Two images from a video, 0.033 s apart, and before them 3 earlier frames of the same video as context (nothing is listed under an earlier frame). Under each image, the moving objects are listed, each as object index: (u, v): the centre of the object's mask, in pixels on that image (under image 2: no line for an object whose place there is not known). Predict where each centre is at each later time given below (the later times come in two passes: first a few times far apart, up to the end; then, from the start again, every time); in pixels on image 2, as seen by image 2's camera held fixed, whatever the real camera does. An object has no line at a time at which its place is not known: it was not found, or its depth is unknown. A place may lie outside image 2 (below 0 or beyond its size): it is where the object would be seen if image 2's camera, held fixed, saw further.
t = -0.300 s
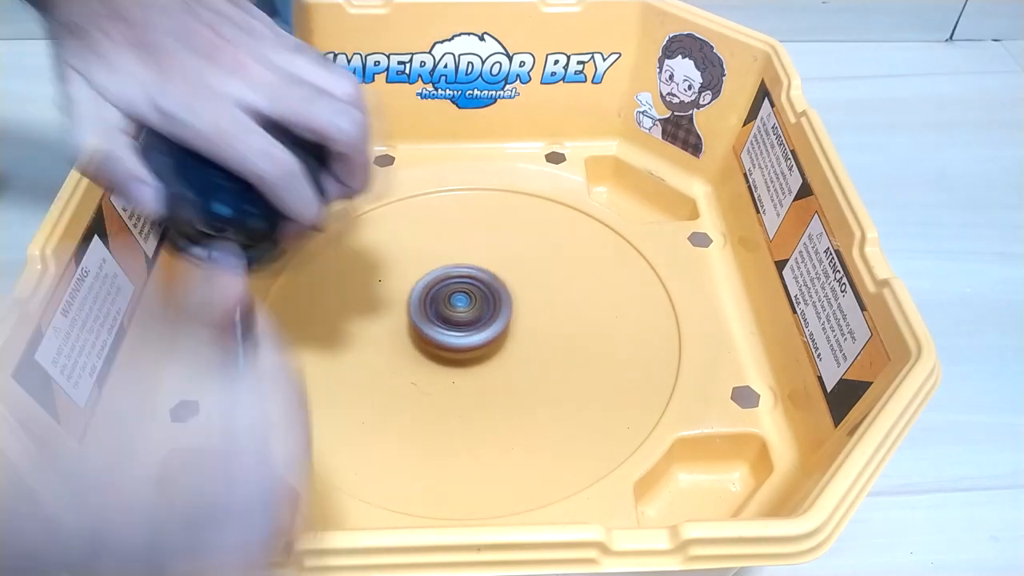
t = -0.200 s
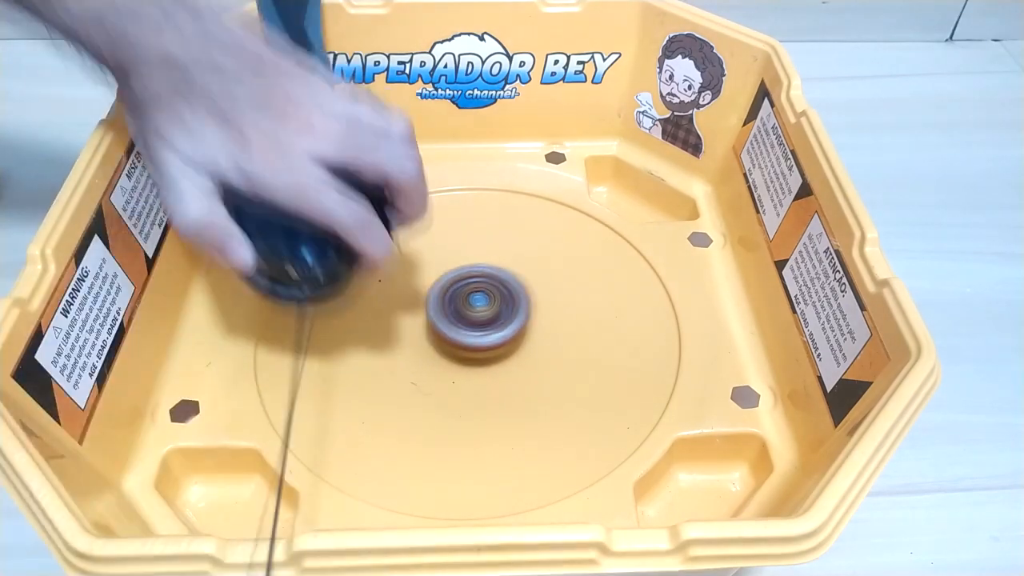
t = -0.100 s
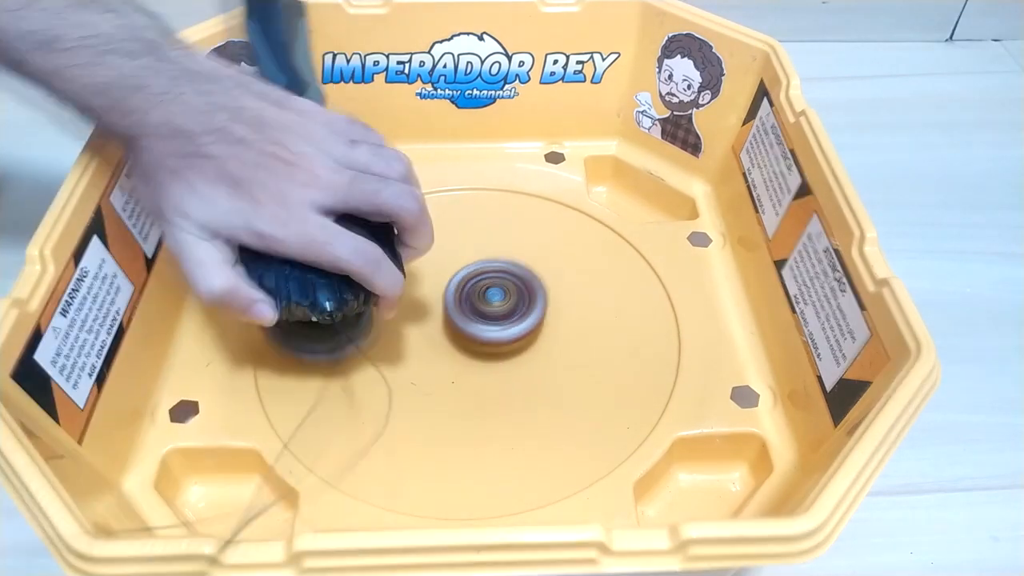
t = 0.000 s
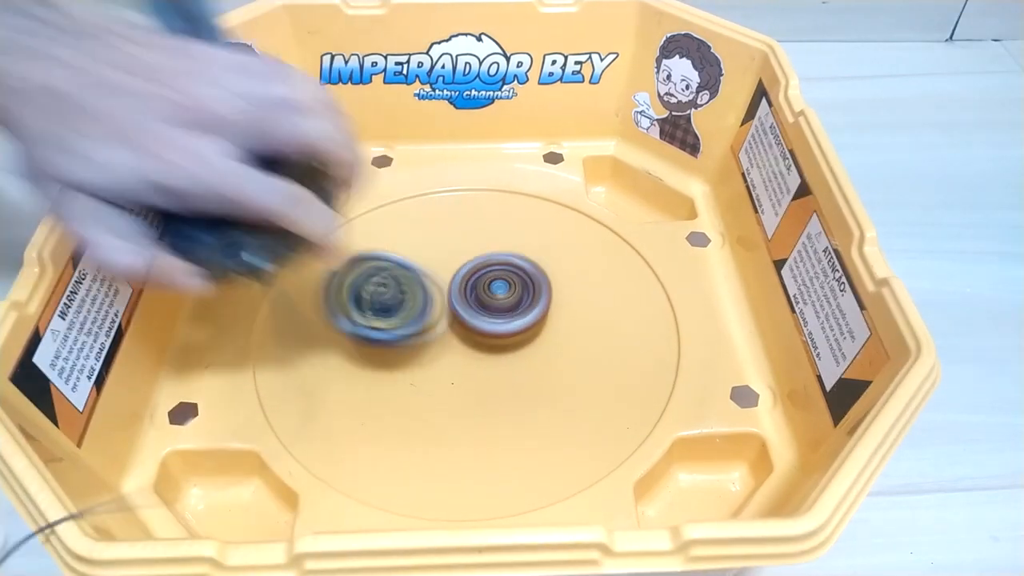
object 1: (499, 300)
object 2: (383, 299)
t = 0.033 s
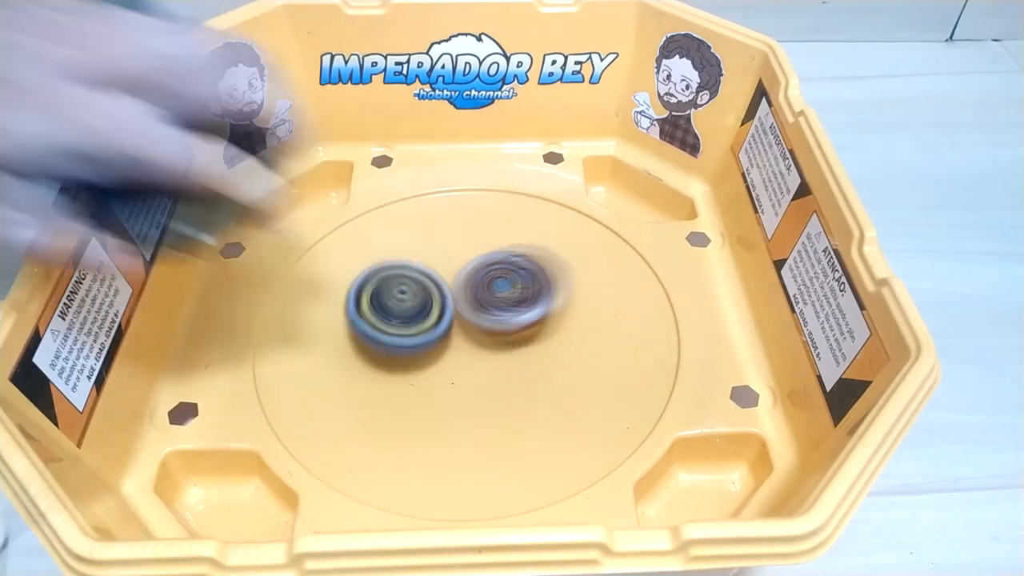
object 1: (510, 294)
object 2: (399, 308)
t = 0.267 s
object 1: (549, 283)
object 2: (431, 266)
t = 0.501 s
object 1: (517, 289)
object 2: (405, 214)
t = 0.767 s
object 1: (488, 322)
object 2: (350, 306)
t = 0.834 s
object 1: (498, 332)
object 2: (380, 333)
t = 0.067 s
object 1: (530, 289)
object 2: (399, 314)
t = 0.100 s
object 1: (541, 291)
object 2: (401, 309)
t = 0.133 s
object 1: (551, 289)
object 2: (407, 301)
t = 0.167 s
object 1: (554, 287)
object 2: (416, 295)
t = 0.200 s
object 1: (555, 286)
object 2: (420, 287)
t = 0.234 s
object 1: (552, 284)
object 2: (428, 277)
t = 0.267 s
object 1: (549, 283)
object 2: (431, 266)
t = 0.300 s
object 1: (545, 283)
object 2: (433, 259)
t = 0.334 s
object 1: (540, 283)
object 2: (433, 248)
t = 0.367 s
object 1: (535, 284)
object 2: (431, 237)
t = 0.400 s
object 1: (532, 285)
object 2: (428, 232)
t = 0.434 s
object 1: (527, 286)
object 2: (421, 224)
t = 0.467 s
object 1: (521, 287)
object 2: (412, 218)
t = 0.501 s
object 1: (517, 289)
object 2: (405, 214)
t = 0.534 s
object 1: (512, 292)
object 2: (391, 212)
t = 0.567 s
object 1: (505, 296)
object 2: (373, 214)
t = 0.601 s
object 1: (501, 299)
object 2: (363, 218)
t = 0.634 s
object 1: (497, 303)
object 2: (347, 229)
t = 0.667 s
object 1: (493, 308)
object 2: (334, 248)
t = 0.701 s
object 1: (490, 312)
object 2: (331, 257)
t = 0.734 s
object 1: (489, 317)
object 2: (333, 279)
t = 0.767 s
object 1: (488, 322)
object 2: (350, 306)
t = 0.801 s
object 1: (487, 327)
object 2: (359, 316)
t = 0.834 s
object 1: (498, 332)
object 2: (380, 333)
